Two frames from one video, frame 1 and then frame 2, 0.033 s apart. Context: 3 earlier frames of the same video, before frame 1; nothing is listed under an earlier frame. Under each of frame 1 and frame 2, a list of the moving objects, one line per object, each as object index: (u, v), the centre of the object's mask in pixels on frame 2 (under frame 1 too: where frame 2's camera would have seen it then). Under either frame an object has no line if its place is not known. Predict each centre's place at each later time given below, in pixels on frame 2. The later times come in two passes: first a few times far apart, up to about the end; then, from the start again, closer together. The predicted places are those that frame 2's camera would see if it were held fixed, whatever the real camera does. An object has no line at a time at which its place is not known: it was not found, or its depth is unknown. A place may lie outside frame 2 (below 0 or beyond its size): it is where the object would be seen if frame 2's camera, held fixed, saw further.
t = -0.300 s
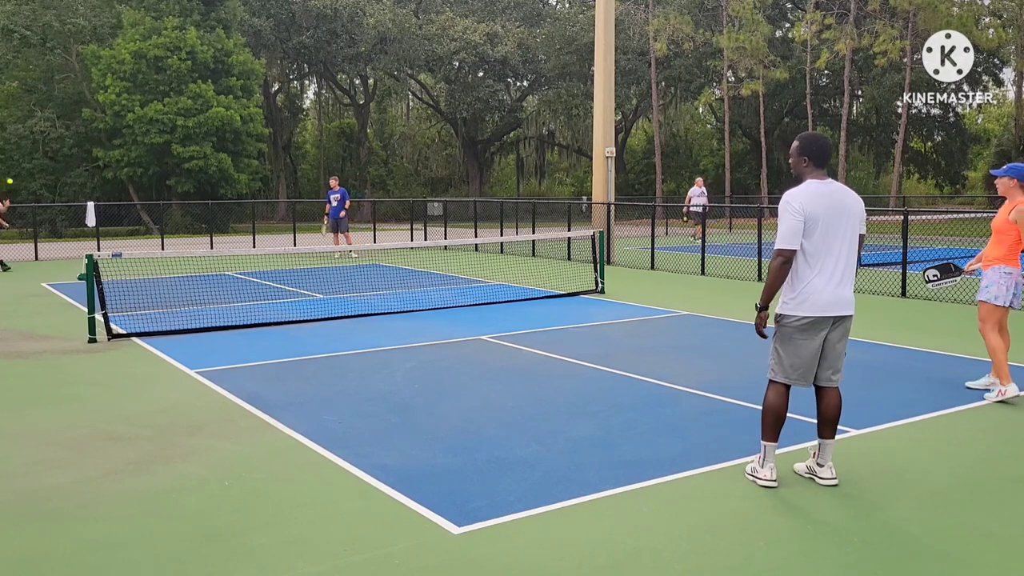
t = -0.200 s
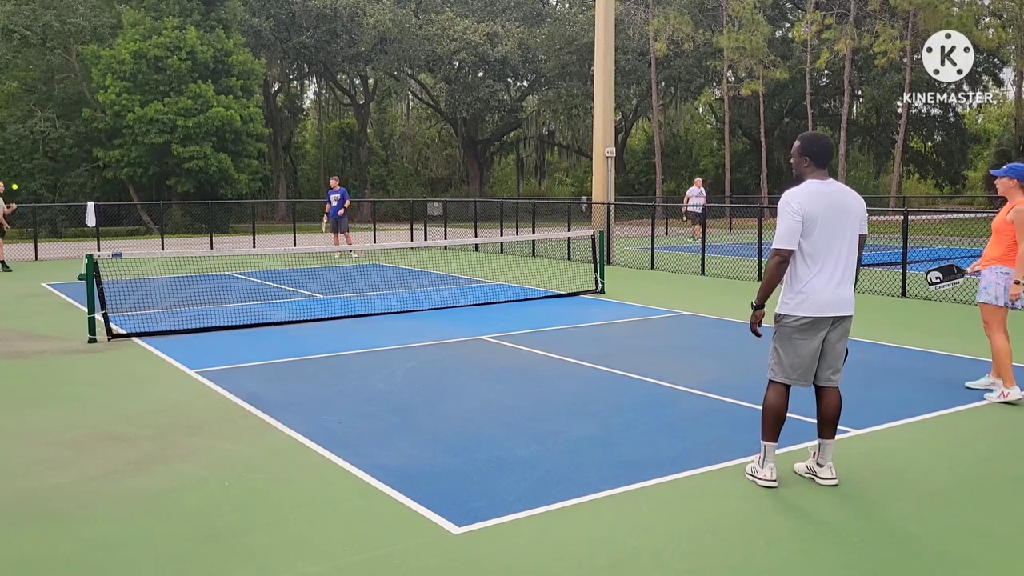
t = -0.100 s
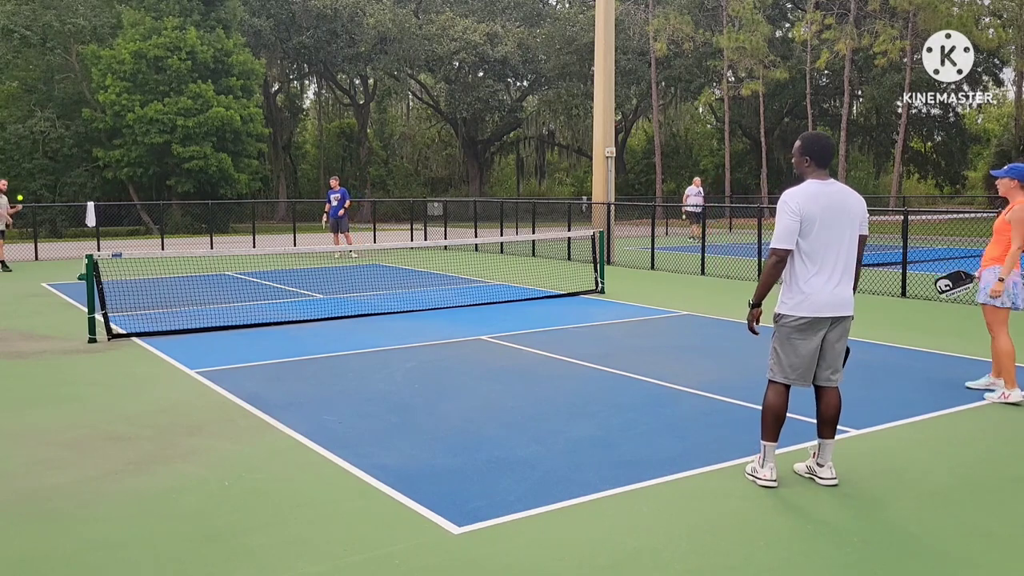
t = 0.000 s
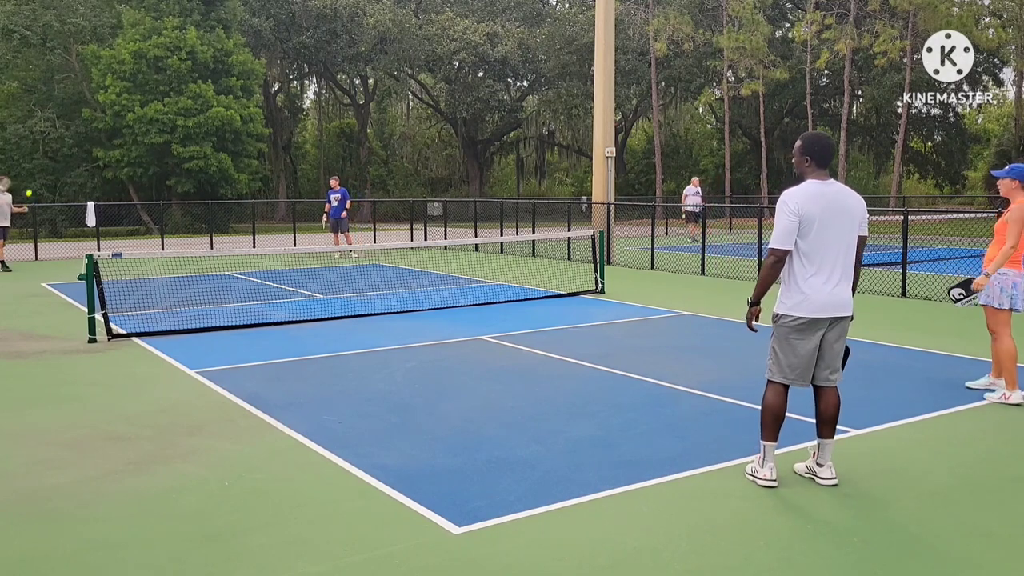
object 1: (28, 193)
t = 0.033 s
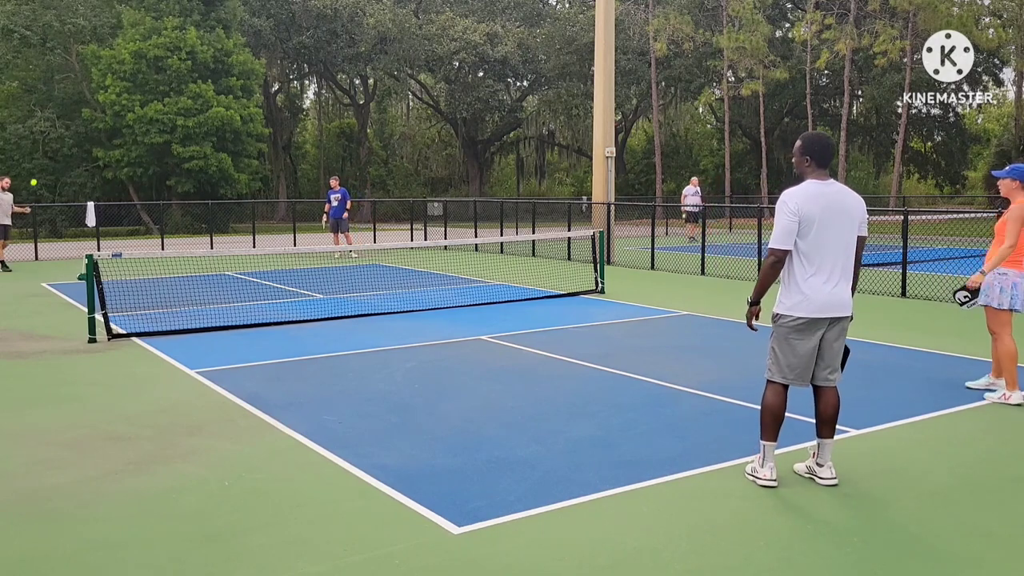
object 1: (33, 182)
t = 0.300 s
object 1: (81, 117)
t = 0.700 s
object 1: (185, 112)
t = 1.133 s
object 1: (349, 298)
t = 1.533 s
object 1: (503, 259)
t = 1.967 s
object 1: (700, 336)
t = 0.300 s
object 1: (81, 117)
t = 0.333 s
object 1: (88, 112)
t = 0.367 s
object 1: (95, 107)
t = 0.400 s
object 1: (103, 104)
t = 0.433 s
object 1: (111, 101)
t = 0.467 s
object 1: (119, 99)
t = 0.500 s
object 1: (128, 98)
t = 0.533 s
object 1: (136, 98)
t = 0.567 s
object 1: (145, 99)
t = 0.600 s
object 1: (155, 101)
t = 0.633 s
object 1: (165, 103)
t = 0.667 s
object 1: (175, 107)
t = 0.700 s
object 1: (185, 112)
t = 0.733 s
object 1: (196, 119)
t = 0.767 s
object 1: (207, 126)
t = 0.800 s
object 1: (218, 135)
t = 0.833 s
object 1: (230, 144)
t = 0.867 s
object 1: (242, 156)
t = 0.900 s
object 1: (254, 168)
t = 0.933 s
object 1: (267, 182)
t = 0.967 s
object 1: (280, 198)
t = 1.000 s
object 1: (293, 215)
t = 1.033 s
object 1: (306, 233)
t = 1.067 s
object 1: (320, 254)
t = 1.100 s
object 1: (335, 275)
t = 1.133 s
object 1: (349, 298)
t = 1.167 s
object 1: (363, 322)
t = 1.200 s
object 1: (378, 348)
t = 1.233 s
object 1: (390, 348)
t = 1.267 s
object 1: (402, 333)
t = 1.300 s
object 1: (414, 320)
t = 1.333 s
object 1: (425, 307)
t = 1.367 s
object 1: (438, 297)
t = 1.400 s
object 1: (450, 287)
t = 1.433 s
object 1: (463, 278)
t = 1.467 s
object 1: (476, 271)
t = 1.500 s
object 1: (489, 264)
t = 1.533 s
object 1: (503, 259)
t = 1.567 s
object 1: (516, 256)
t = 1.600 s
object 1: (530, 254)
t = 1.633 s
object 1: (545, 253)
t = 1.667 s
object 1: (559, 254)
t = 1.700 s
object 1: (574, 256)
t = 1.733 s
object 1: (589, 260)
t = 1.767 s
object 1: (604, 266)
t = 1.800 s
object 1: (620, 273)
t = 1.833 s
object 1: (635, 282)
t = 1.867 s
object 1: (651, 292)
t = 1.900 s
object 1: (667, 305)
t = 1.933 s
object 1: (683, 320)
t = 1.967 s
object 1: (700, 336)
